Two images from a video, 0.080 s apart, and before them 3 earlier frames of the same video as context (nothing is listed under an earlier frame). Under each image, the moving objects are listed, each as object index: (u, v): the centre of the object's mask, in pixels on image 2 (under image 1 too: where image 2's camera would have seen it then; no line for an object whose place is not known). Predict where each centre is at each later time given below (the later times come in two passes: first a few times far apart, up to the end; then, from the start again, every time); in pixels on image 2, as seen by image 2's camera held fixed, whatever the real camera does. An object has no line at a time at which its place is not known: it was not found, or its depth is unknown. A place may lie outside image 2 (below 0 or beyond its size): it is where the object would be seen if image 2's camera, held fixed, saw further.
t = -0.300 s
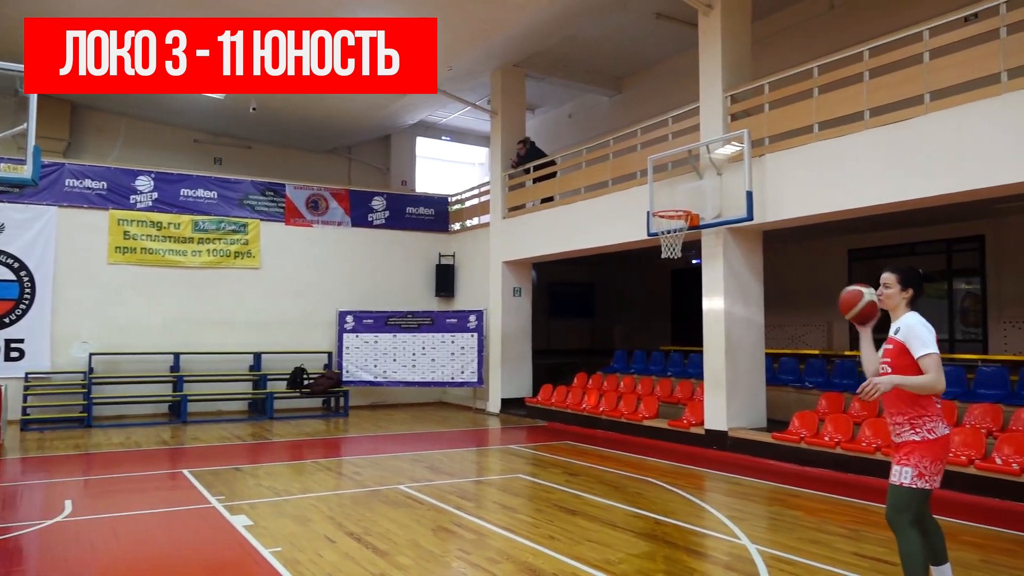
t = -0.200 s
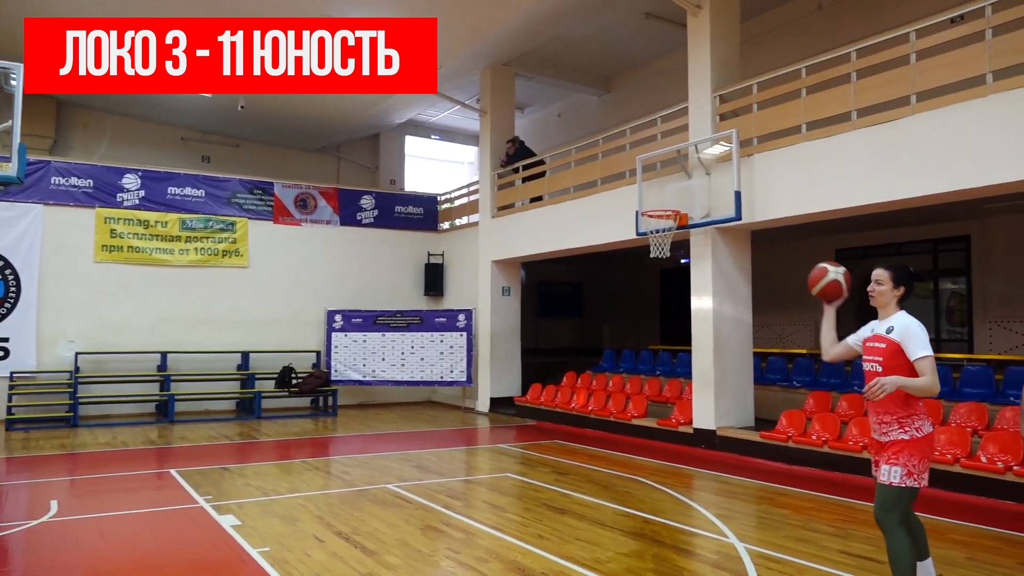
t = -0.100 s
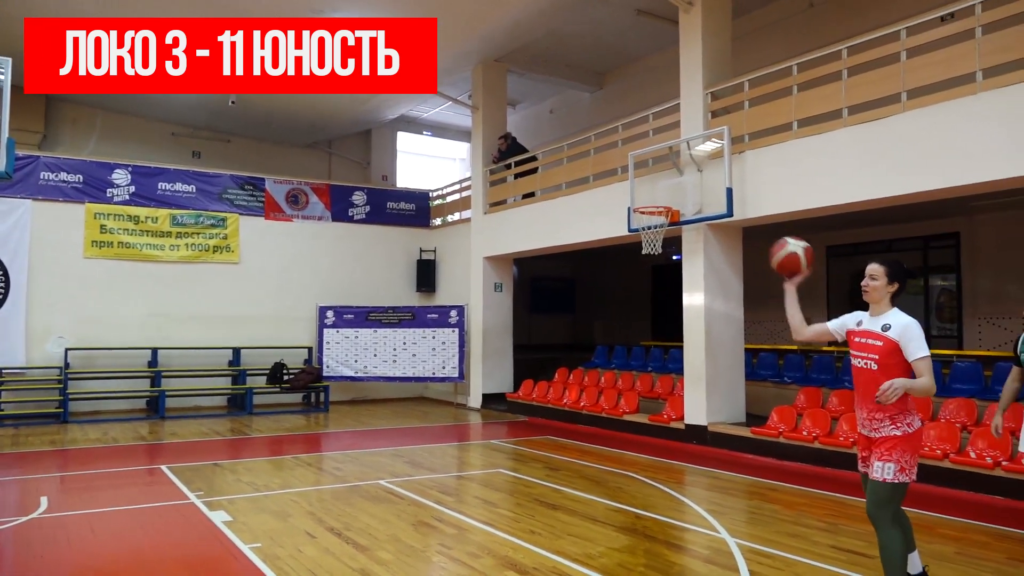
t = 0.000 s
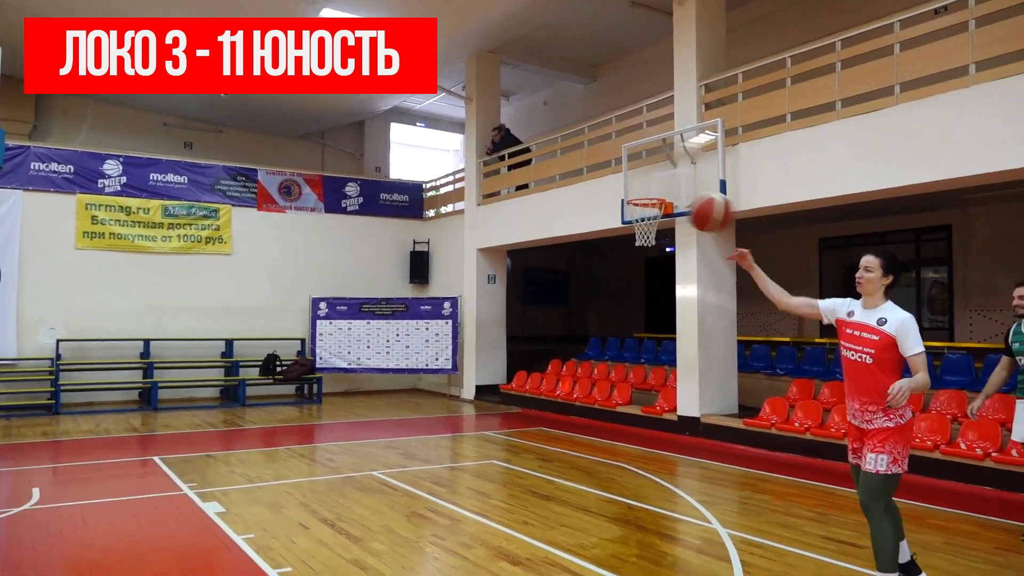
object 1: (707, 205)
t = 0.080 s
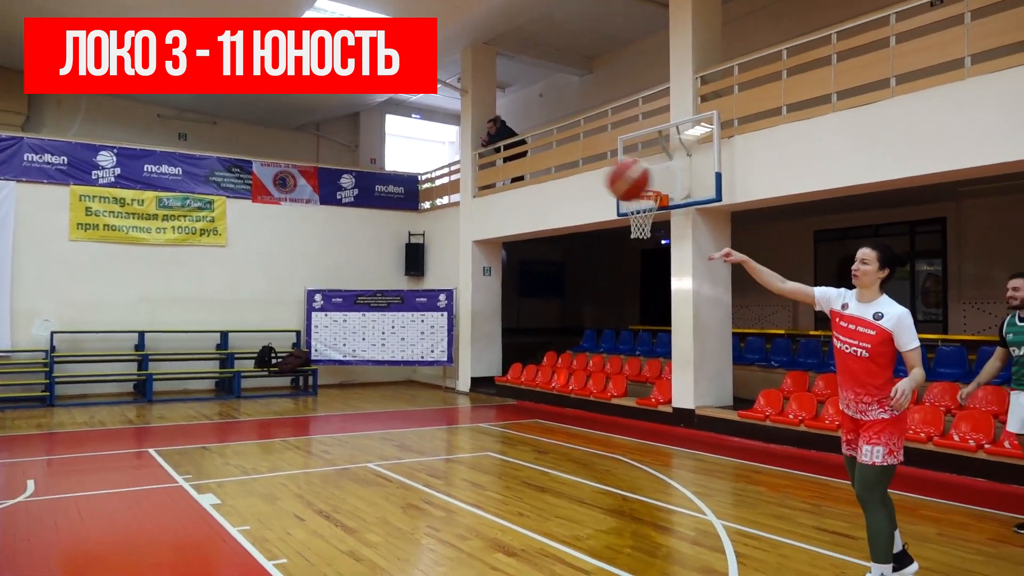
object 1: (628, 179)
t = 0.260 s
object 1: (427, 163)
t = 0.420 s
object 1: (202, 207)
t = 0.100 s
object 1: (608, 174)
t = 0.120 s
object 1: (588, 170)
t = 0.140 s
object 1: (566, 166)
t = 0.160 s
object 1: (545, 163)
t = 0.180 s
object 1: (523, 162)
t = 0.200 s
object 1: (499, 161)
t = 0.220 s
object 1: (478, 162)
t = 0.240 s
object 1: (454, 162)
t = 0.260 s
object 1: (427, 163)
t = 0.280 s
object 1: (400, 166)
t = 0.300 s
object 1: (373, 168)
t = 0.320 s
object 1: (349, 171)
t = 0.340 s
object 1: (320, 174)
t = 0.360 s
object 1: (294, 180)
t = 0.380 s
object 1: (264, 189)
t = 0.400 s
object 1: (234, 197)
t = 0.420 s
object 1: (202, 207)
